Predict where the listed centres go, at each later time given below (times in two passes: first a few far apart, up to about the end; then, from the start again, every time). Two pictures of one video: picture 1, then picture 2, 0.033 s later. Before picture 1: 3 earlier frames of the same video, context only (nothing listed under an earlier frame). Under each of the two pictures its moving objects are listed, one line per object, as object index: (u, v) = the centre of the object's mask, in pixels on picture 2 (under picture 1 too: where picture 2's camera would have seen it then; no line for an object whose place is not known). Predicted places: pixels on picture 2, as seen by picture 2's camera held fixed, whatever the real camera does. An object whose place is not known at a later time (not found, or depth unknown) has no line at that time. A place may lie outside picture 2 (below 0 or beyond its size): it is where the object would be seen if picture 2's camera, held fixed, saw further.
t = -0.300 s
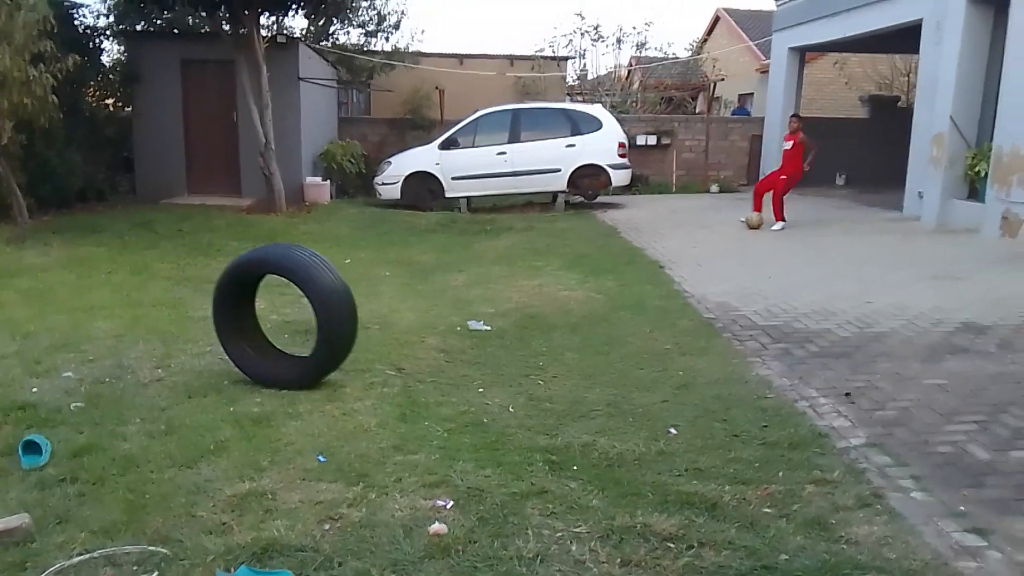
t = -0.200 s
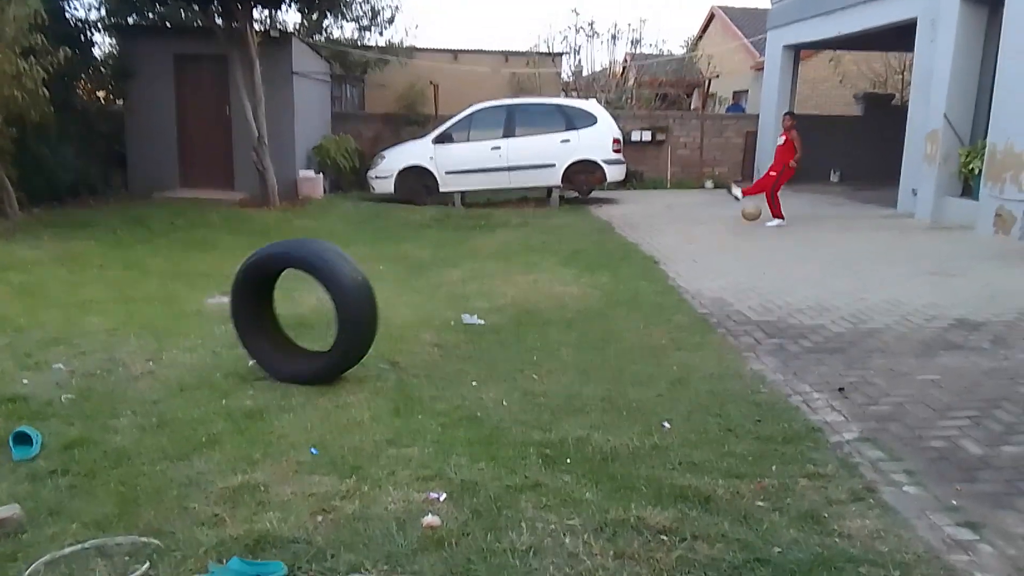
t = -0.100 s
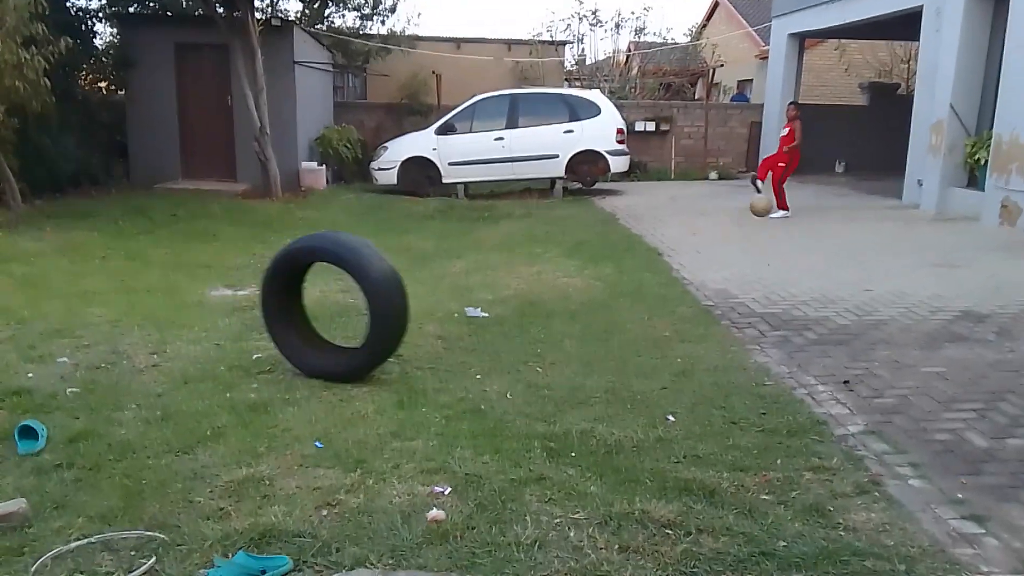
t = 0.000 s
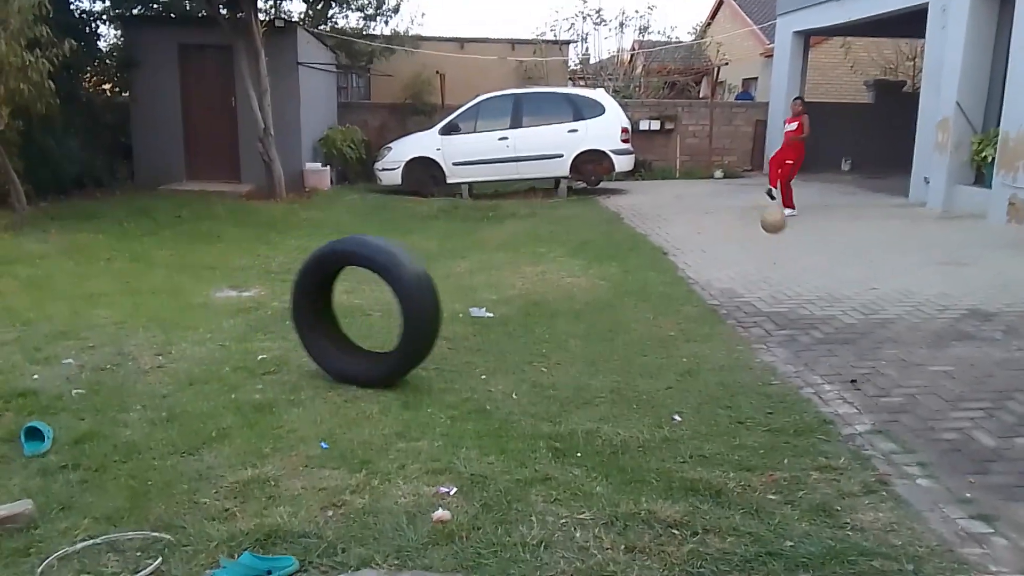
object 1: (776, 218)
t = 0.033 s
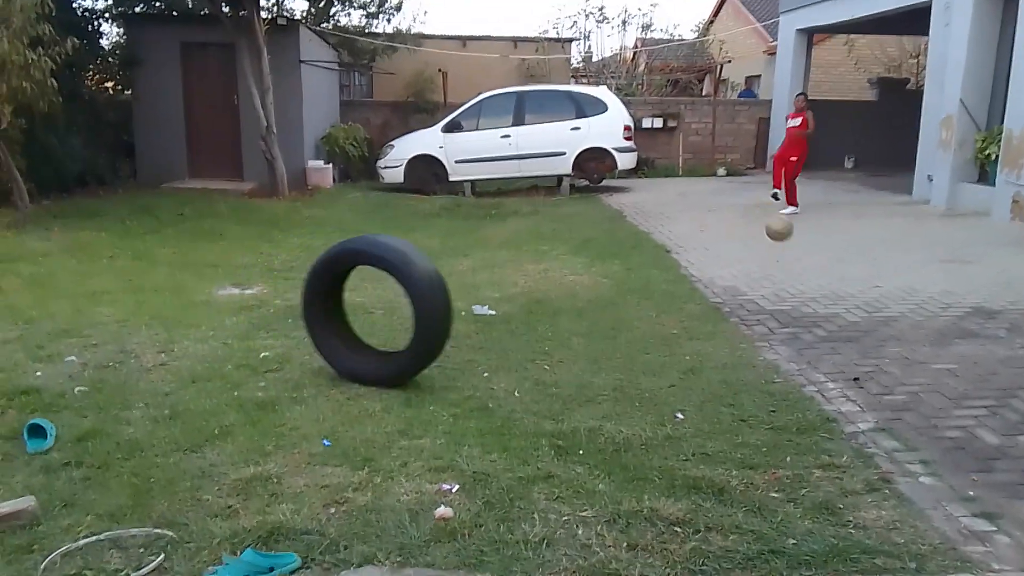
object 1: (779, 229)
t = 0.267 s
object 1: (807, 325)
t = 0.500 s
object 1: (888, 523)
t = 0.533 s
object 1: (897, 528)
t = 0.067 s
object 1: (781, 242)
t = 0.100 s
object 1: (784, 257)
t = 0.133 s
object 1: (788, 274)
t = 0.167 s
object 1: (791, 298)
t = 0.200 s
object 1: (796, 314)
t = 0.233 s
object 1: (801, 319)
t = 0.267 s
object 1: (807, 325)
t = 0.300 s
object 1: (814, 339)
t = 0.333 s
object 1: (821, 356)
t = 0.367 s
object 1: (833, 380)
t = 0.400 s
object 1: (845, 409)
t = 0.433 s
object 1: (859, 463)
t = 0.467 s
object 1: (876, 509)
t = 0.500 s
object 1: (888, 523)
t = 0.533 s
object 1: (897, 528)
